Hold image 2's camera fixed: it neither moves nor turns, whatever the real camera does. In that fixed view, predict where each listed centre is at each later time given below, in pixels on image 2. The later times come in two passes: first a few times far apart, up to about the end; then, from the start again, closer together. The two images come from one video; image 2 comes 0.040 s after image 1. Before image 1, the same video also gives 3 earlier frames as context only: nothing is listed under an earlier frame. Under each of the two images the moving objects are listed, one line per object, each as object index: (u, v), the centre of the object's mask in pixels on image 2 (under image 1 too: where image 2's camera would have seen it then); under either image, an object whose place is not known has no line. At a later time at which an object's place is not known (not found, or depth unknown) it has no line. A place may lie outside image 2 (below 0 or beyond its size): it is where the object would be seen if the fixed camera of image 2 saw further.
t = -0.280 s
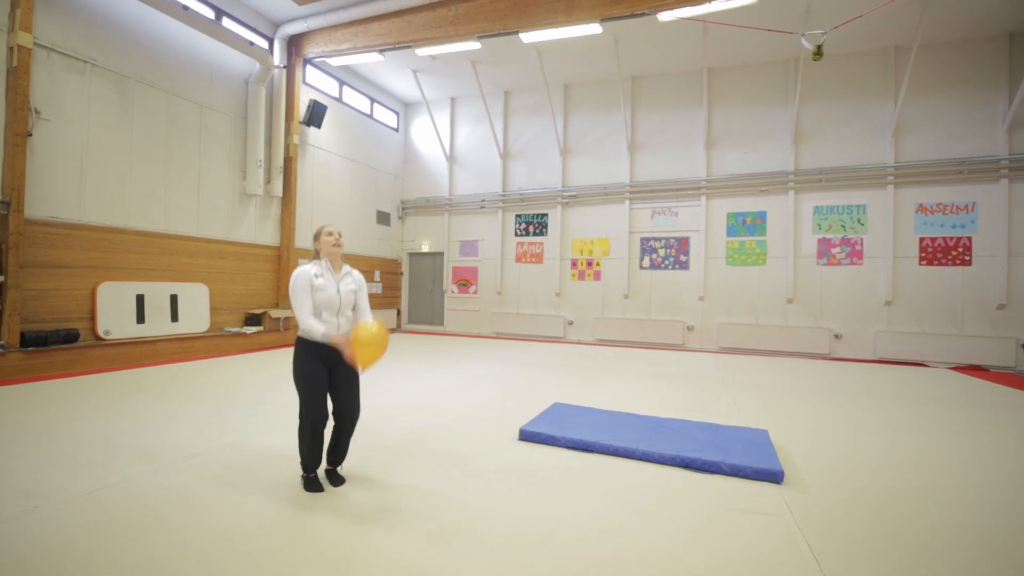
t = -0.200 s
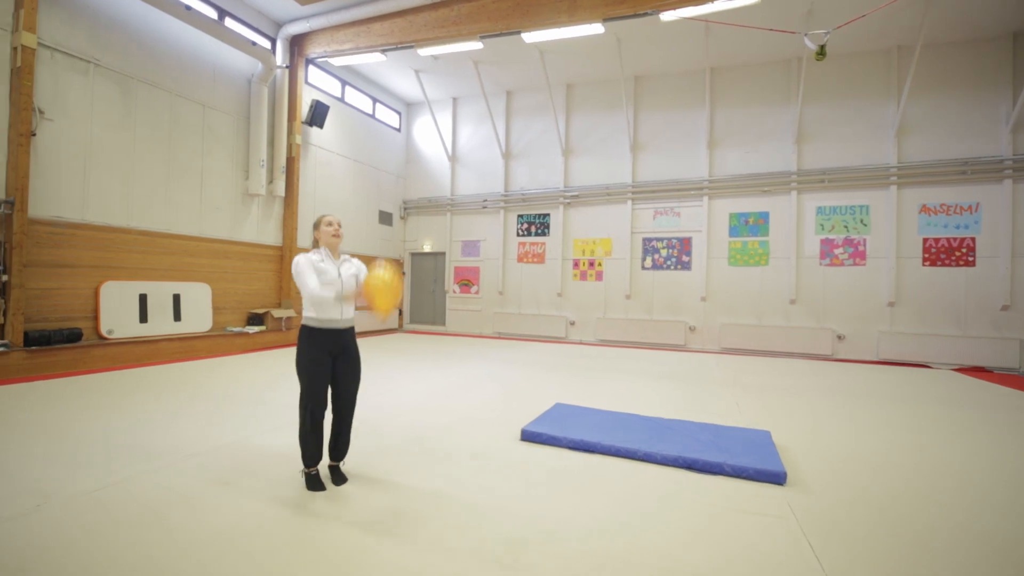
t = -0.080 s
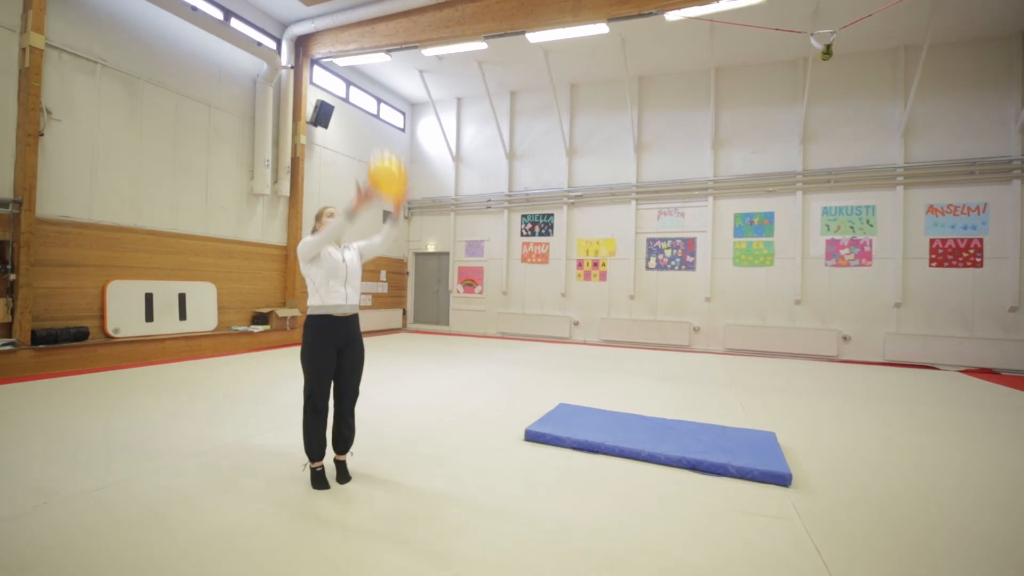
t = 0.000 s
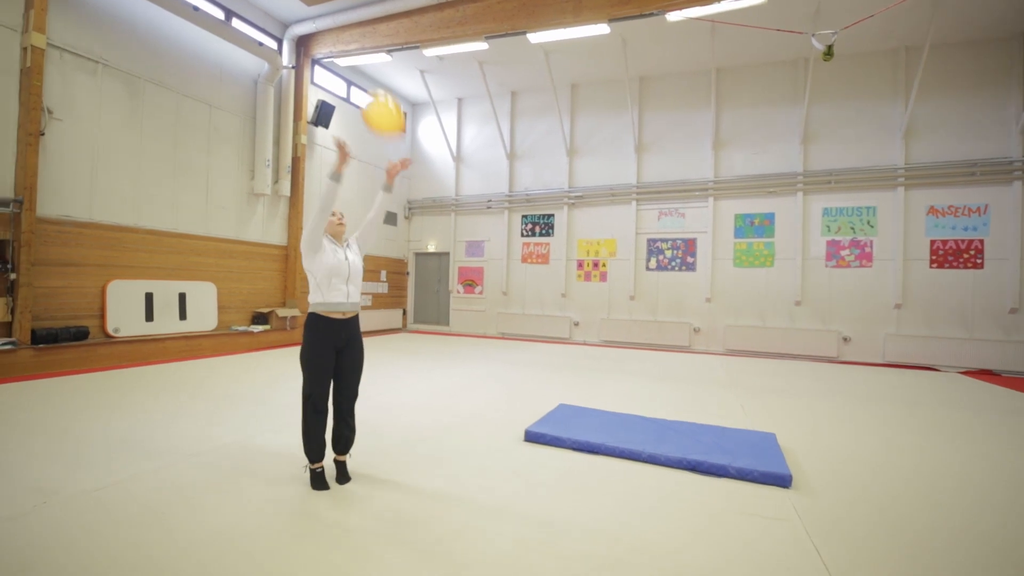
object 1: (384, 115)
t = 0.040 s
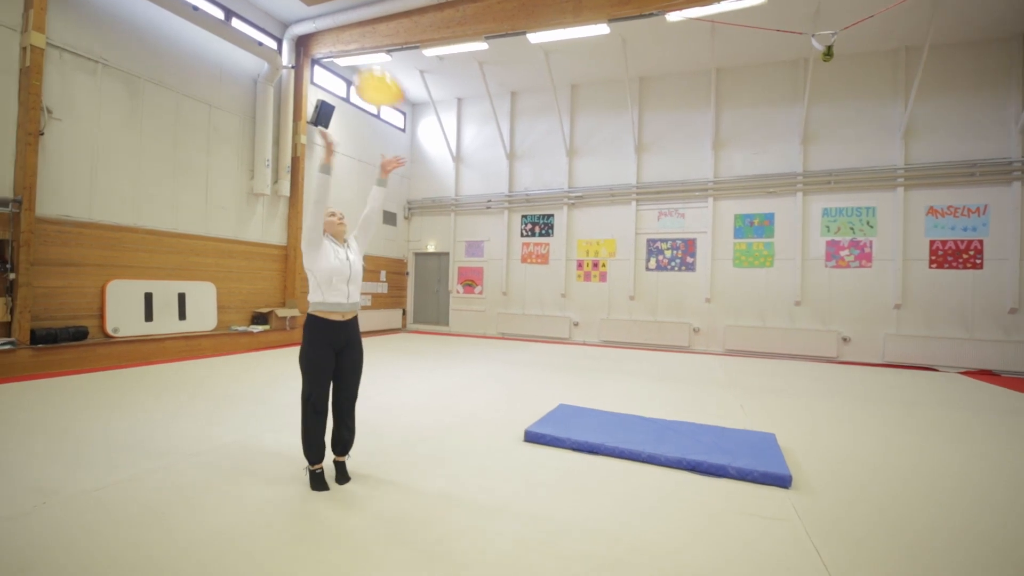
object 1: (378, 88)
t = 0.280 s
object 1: (357, 12)
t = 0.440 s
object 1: (346, 3)
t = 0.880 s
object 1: (312, 7)
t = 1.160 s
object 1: (307, 42)
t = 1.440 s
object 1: (306, 93)
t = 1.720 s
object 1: (320, 144)
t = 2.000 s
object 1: (343, 196)
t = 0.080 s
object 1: (374, 69)
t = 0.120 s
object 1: (370, 51)
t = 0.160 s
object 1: (366, 36)
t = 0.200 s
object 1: (364, 24)
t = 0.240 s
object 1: (360, 16)
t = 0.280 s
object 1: (357, 12)
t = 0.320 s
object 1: (354, 8)
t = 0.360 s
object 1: (351, 5)
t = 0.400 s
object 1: (349, 3)
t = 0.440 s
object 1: (346, 3)
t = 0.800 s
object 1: (315, 4)
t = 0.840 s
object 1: (313, 6)
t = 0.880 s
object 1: (312, 7)
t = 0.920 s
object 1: (311, 10)
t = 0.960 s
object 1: (311, 14)
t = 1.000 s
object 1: (310, 18)
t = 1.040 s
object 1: (309, 24)
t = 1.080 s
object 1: (309, 30)
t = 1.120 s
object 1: (308, 36)
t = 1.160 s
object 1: (307, 42)
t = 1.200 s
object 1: (307, 49)
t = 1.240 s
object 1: (306, 56)
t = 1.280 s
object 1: (306, 63)
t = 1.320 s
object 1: (306, 70)
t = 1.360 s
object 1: (305, 78)
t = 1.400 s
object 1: (305, 85)
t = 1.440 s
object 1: (306, 93)
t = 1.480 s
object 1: (307, 101)
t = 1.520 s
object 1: (309, 107)
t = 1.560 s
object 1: (310, 115)
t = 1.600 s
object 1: (313, 122)
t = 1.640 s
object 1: (315, 129)
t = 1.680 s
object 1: (317, 136)
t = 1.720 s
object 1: (320, 144)
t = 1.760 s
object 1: (323, 151)
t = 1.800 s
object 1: (327, 159)
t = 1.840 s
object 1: (330, 166)
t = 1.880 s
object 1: (334, 174)
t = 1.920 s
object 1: (336, 181)
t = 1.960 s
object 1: (340, 189)
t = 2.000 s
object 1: (343, 196)
